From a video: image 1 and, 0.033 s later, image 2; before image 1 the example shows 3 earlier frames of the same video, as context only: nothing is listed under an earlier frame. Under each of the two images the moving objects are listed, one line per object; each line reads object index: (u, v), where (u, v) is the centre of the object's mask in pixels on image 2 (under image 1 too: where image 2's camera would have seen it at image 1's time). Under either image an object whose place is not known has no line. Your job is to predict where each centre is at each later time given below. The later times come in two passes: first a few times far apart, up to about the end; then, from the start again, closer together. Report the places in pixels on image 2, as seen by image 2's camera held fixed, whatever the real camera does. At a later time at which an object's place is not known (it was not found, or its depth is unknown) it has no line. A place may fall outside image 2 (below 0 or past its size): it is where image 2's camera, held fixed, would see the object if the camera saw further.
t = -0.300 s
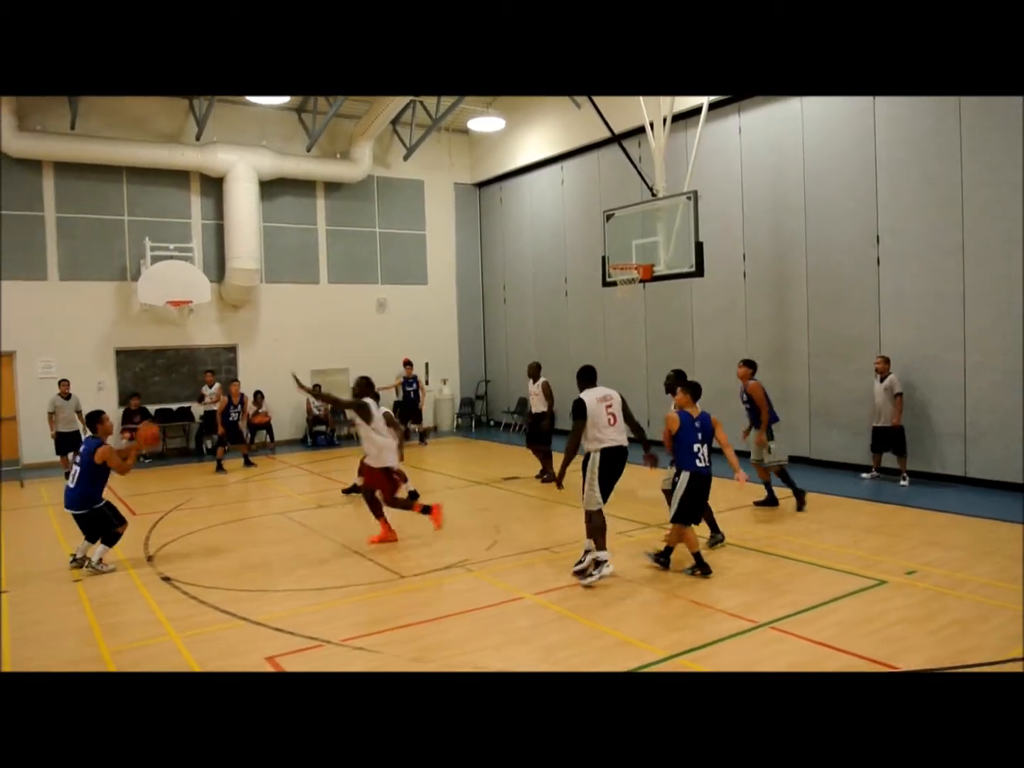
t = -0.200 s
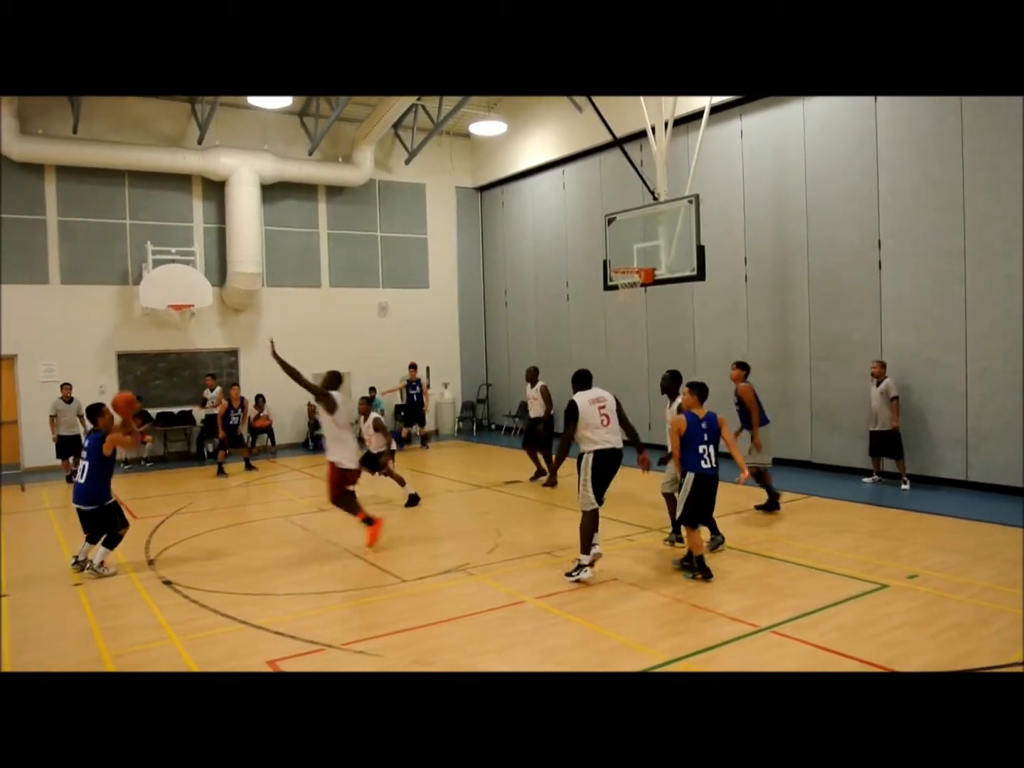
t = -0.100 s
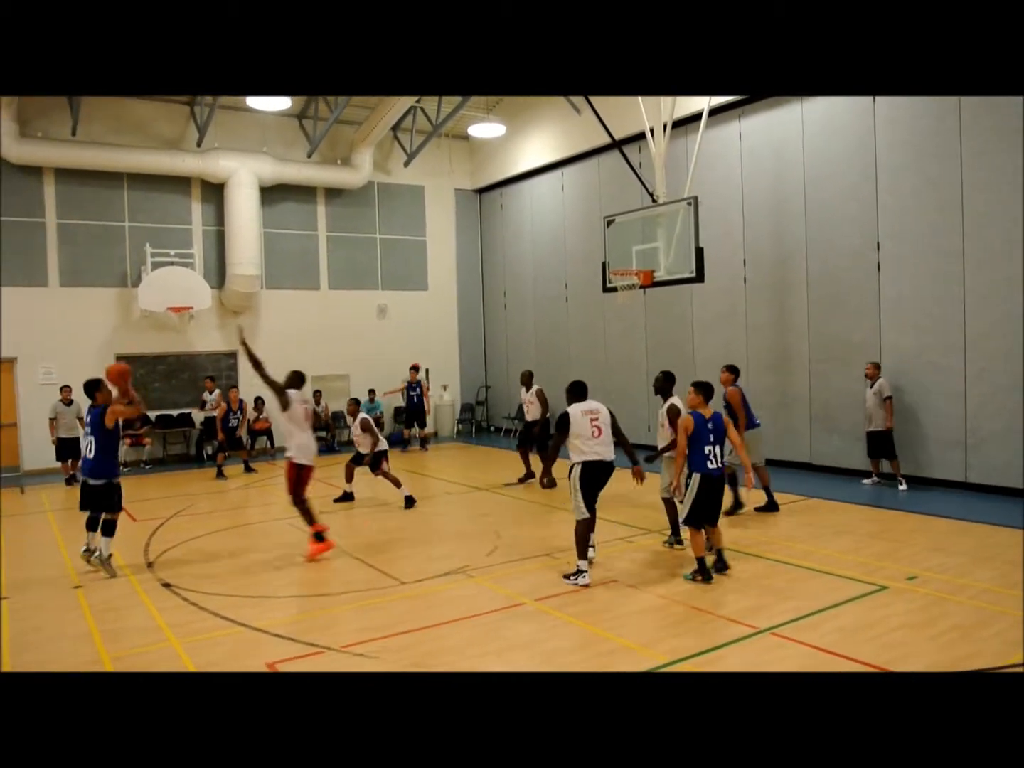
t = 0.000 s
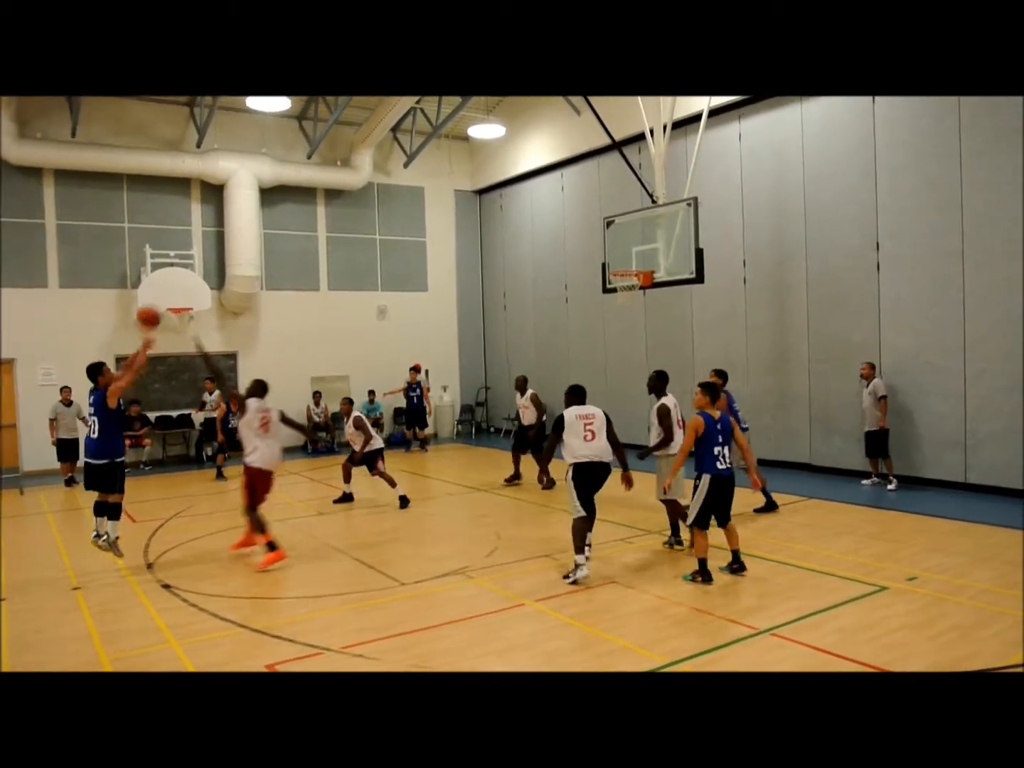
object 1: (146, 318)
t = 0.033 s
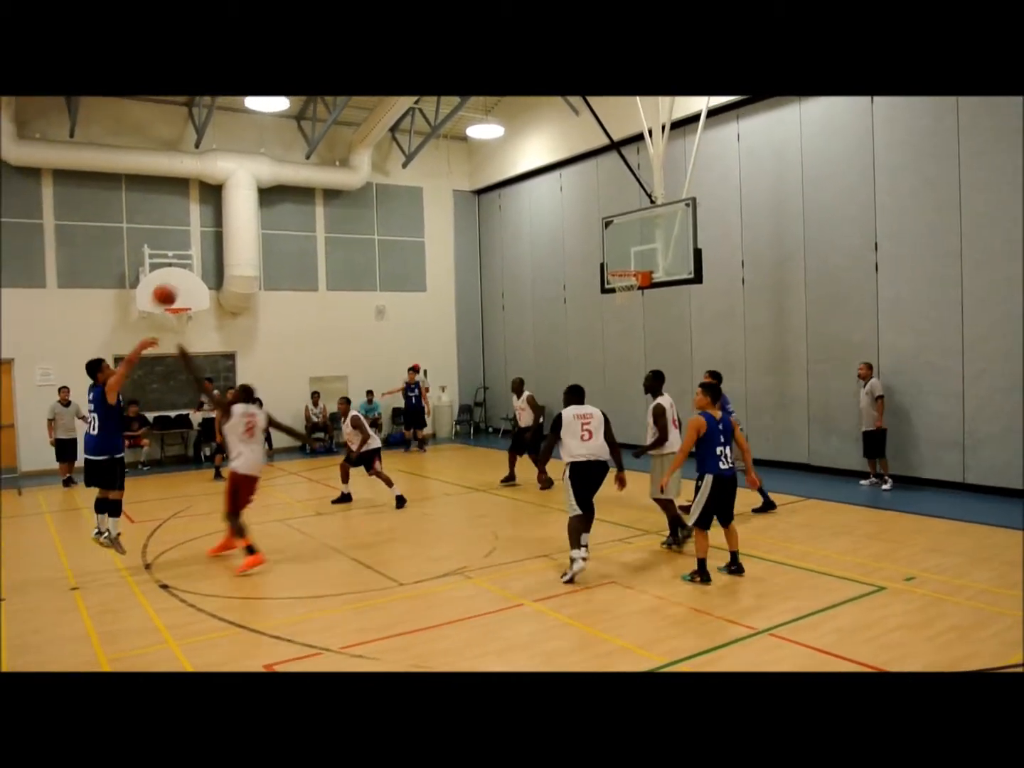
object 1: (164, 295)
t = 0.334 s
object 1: (310, 166)
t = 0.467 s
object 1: (366, 143)
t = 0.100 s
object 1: (198, 256)
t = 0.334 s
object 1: (310, 166)
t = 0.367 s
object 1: (324, 159)
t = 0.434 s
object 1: (353, 147)
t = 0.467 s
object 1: (366, 143)
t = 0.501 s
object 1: (381, 139)
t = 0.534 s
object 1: (394, 137)
